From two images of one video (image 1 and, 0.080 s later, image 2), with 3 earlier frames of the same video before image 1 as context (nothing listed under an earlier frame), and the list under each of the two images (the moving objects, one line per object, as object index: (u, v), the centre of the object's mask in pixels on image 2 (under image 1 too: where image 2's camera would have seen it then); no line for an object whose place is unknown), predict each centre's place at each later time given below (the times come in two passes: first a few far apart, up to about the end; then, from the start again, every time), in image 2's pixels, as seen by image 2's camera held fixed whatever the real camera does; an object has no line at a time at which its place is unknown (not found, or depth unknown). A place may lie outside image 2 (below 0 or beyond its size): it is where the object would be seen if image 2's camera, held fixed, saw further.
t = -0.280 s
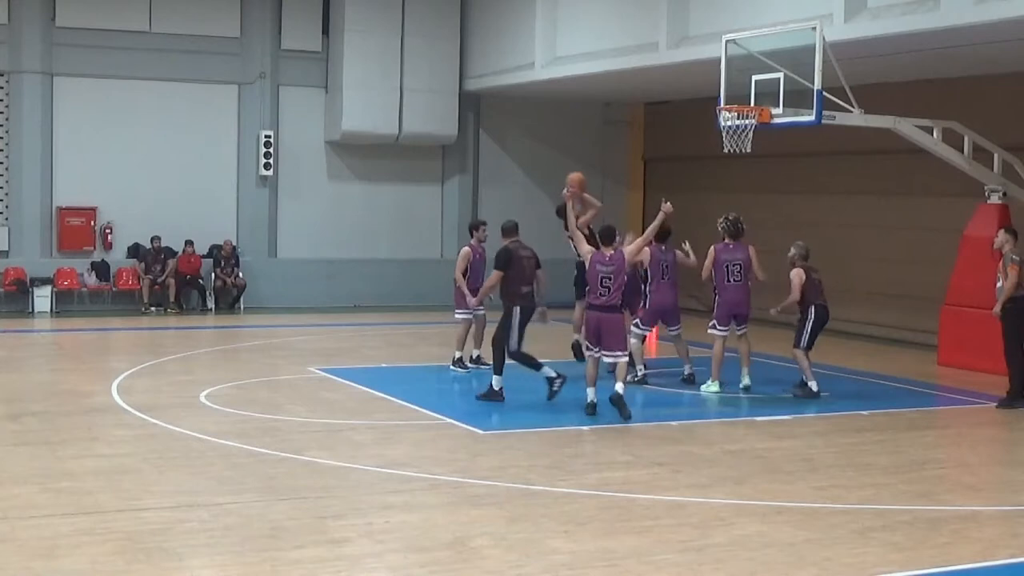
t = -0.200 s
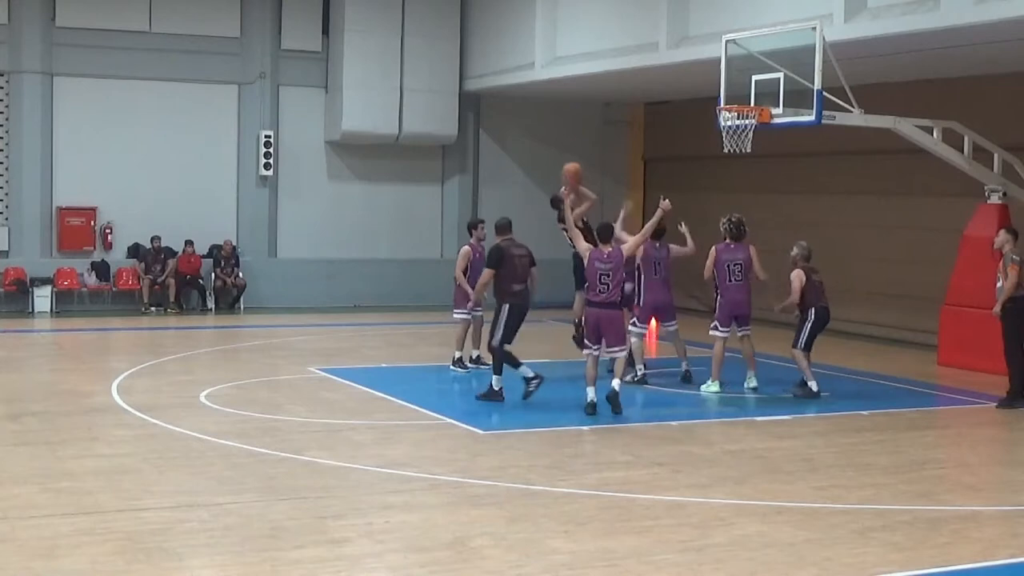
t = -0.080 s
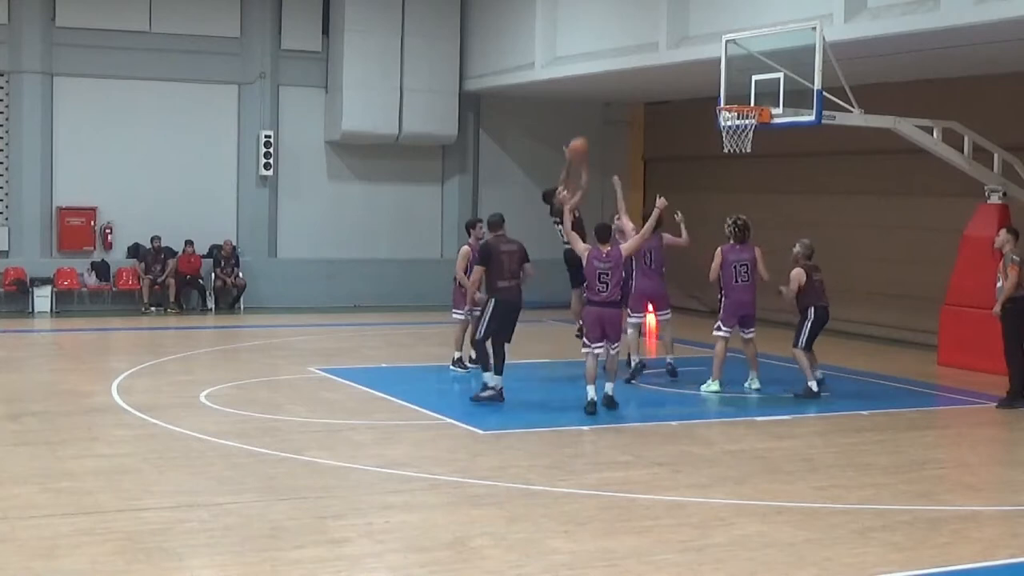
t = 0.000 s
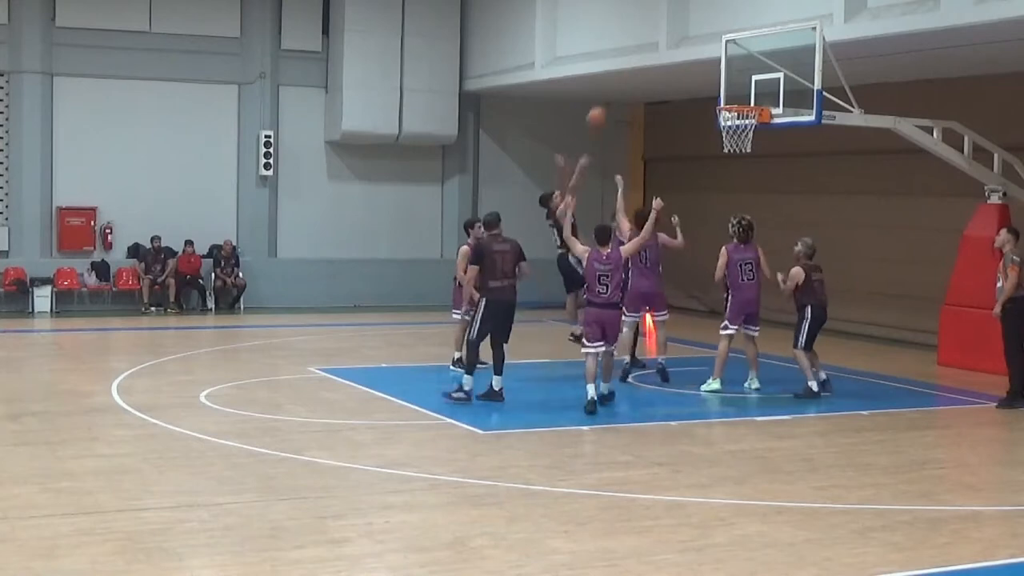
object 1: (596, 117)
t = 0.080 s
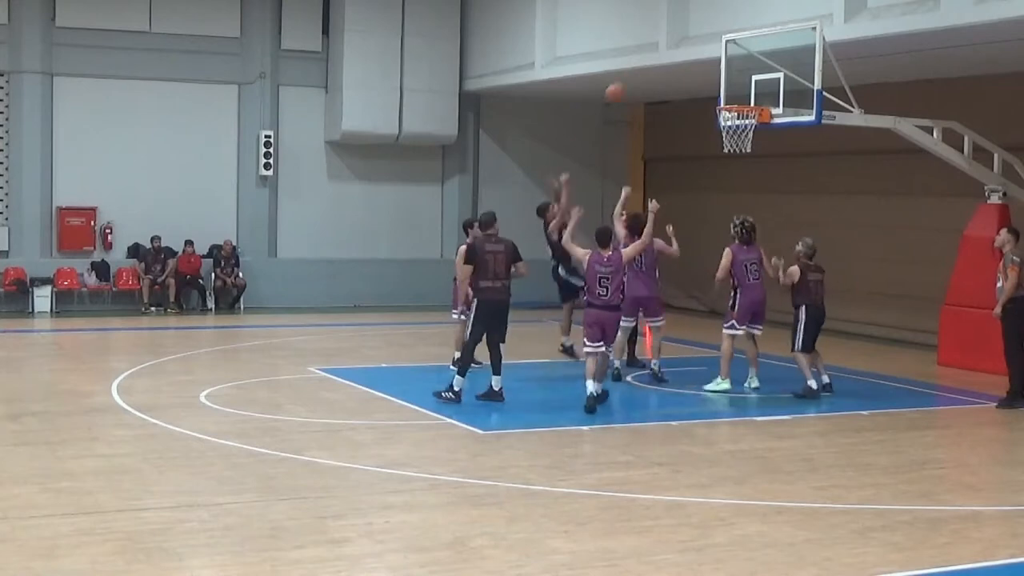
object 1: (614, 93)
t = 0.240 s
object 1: (655, 62)
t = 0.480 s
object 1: (711, 53)
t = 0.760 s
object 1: (774, 107)
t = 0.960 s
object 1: (750, 153)
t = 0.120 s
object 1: (626, 82)
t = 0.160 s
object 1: (636, 75)
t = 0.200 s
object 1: (645, 67)
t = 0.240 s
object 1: (655, 62)
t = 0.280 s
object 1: (664, 56)
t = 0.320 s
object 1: (674, 53)
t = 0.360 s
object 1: (683, 51)
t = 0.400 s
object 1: (692, 50)
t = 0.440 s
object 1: (702, 50)
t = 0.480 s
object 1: (711, 53)
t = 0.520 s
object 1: (721, 57)
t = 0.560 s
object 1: (730, 61)
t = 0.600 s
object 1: (739, 67)
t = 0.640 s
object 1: (747, 74)
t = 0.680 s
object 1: (756, 83)
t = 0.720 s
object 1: (765, 95)
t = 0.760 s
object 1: (774, 107)
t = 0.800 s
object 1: (780, 119)
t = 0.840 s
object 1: (772, 125)
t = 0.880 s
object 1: (764, 132)
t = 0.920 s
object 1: (758, 142)
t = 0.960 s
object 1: (750, 153)
